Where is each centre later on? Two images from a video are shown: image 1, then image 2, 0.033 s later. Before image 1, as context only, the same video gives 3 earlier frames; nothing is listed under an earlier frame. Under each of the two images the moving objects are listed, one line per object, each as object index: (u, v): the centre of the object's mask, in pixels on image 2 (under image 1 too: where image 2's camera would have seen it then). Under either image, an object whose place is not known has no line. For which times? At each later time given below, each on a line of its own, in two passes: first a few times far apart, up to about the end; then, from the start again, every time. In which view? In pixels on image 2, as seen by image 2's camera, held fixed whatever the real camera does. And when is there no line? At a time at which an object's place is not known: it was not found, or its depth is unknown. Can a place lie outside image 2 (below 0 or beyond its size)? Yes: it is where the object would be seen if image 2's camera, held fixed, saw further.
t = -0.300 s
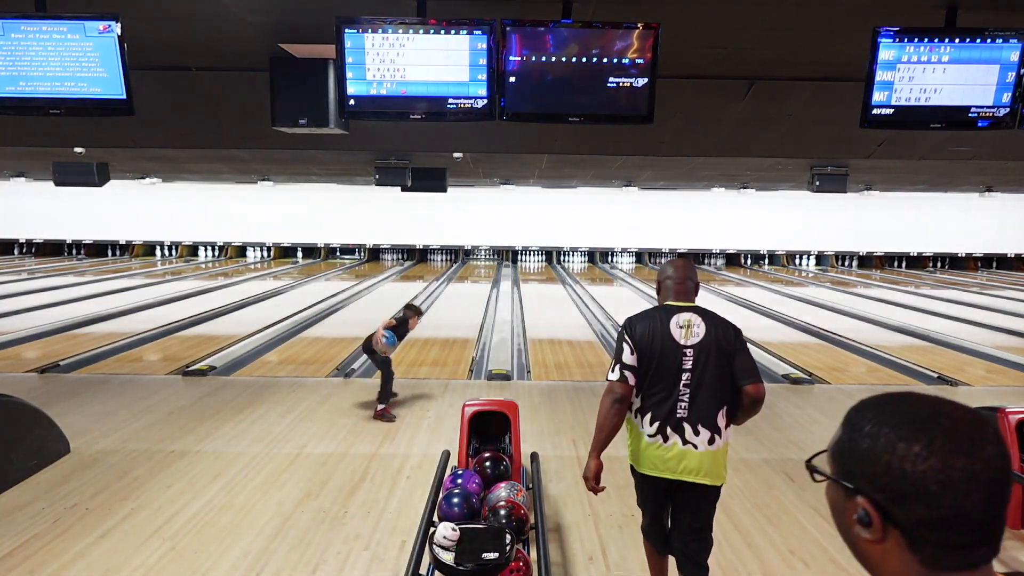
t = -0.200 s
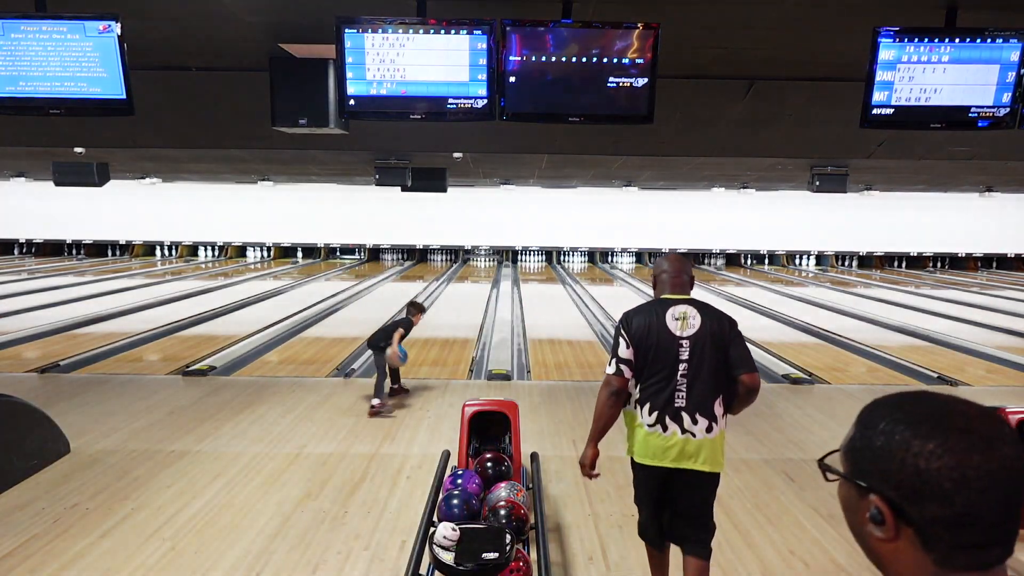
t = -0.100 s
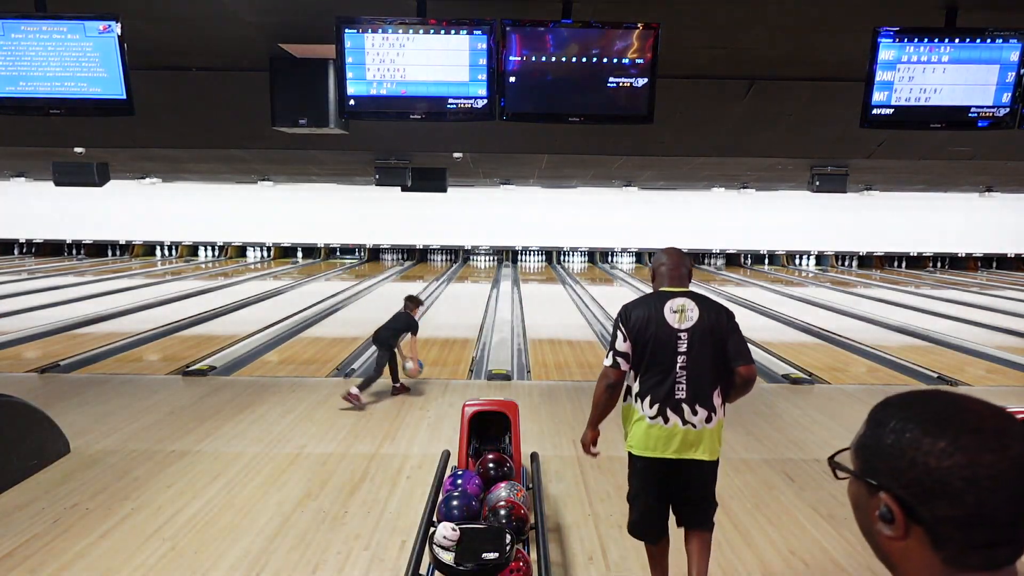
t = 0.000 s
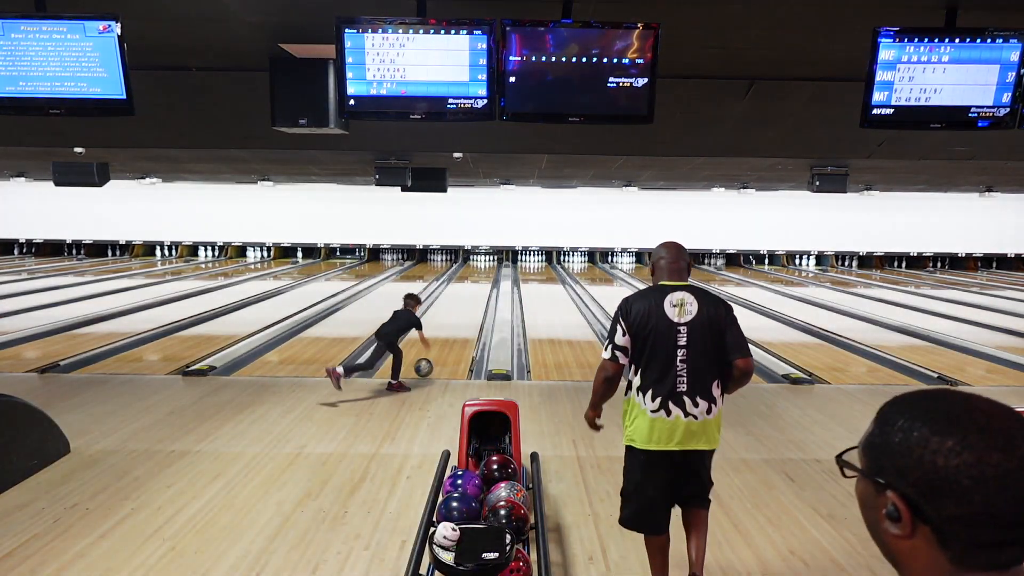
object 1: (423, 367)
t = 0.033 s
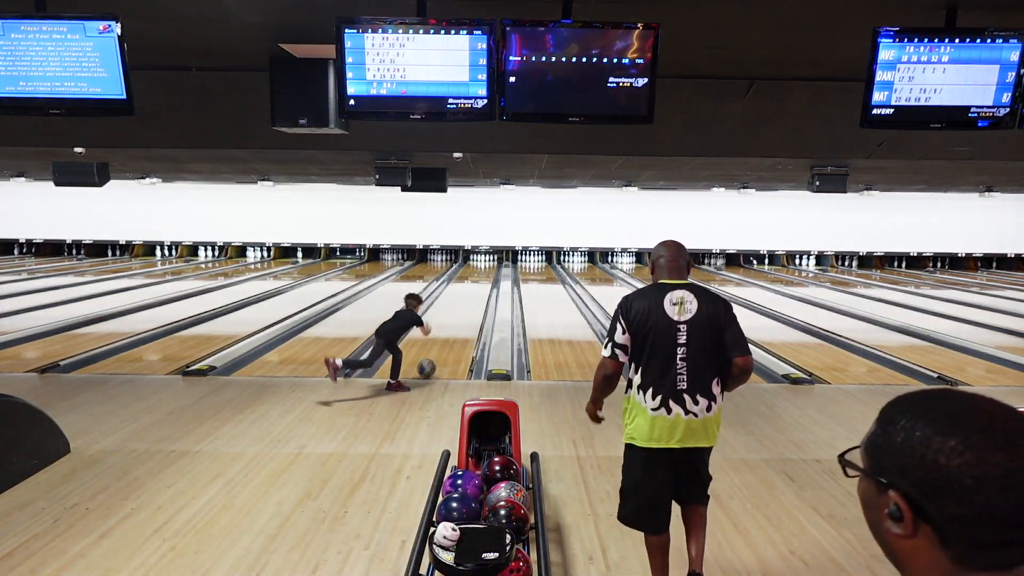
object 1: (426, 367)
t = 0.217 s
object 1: (439, 349)
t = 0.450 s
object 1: (451, 331)
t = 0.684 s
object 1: (461, 318)
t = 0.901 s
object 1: (467, 308)
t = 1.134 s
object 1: (473, 299)
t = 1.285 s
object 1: (476, 293)
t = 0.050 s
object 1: (427, 365)
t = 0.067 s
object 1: (429, 363)
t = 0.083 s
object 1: (430, 362)
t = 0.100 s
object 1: (431, 360)
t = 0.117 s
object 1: (432, 359)
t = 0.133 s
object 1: (433, 357)
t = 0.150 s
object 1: (434, 355)
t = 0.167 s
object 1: (436, 354)
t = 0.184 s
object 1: (437, 352)
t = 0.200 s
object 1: (438, 351)
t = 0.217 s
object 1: (439, 349)
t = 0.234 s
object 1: (440, 347)
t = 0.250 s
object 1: (441, 346)
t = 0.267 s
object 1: (442, 345)
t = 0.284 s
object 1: (443, 343)
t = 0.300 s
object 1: (444, 342)
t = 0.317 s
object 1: (445, 342)
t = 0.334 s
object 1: (446, 340)
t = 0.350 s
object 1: (446, 338)
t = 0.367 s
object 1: (447, 337)
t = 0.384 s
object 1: (448, 335)
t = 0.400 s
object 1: (449, 335)
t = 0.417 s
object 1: (450, 333)
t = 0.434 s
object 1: (450, 332)
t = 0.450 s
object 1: (451, 331)
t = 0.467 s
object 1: (452, 330)
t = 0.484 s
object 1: (453, 329)
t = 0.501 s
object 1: (453, 328)
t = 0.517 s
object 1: (454, 327)
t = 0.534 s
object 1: (455, 326)
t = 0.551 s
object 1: (455, 325)
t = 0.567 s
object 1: (456, 324)
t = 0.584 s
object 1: (457, 323)
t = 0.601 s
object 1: (457, 322)
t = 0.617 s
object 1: (458, 321)
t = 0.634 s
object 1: (459, 320)
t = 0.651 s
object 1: (459, 319)
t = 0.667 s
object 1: (460, 318)
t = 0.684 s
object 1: (461, 318)
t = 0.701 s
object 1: (461, 317)
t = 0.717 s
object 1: (462, 316)
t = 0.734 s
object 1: (462, 315)
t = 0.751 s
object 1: (463, 314)
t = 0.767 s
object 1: (463, 313)
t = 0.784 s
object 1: (464, 313)
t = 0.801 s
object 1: (464, 312)
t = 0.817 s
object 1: (465, 311)
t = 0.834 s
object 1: (465, 310)
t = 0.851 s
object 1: (466, 310)
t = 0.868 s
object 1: (466, 309)
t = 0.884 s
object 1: (467, 308)
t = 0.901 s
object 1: (467, 308)
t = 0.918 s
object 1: (468, 307)
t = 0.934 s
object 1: (468, 306)
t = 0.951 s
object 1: (469, 305)
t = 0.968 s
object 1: (469, 305)
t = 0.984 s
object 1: (470, 304)
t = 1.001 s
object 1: (470, 304)
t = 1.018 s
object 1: (470, 303)
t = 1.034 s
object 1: (471, 302)
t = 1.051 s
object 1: (471, 302)
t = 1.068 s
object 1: (472, 301)
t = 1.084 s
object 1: (472, 300)
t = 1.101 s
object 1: (473, 300)
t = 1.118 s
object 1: (473, 299)
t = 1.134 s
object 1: (473, 299)
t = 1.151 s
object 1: (474, 298)
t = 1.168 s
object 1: (474, 297)
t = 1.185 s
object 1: (475, 297)
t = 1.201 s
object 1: (475, 296)
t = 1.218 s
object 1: (475, 296)
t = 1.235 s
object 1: (475, 295)
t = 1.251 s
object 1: (476, 295)
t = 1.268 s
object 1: (476, 294)
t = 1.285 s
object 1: (476, 293)
